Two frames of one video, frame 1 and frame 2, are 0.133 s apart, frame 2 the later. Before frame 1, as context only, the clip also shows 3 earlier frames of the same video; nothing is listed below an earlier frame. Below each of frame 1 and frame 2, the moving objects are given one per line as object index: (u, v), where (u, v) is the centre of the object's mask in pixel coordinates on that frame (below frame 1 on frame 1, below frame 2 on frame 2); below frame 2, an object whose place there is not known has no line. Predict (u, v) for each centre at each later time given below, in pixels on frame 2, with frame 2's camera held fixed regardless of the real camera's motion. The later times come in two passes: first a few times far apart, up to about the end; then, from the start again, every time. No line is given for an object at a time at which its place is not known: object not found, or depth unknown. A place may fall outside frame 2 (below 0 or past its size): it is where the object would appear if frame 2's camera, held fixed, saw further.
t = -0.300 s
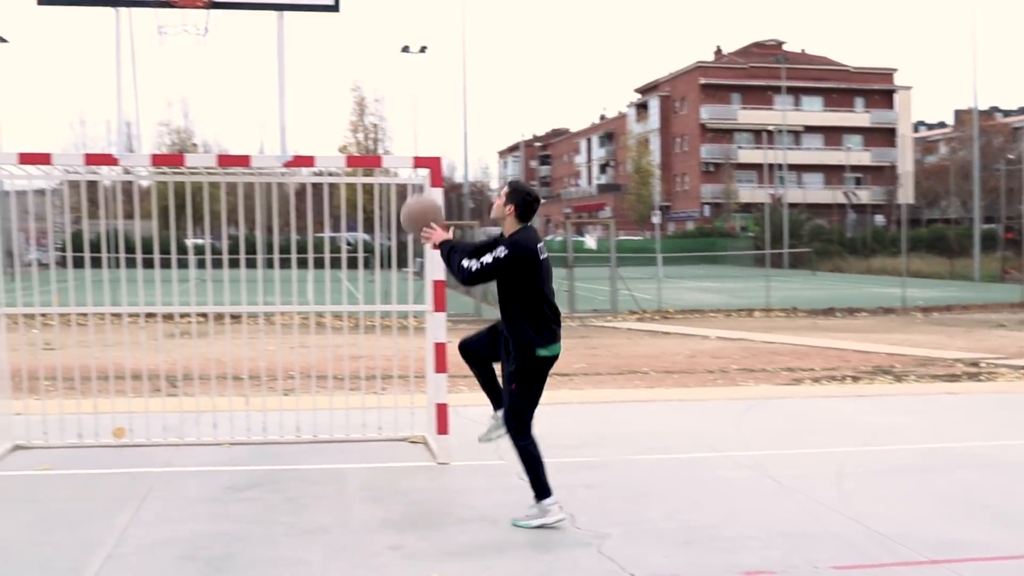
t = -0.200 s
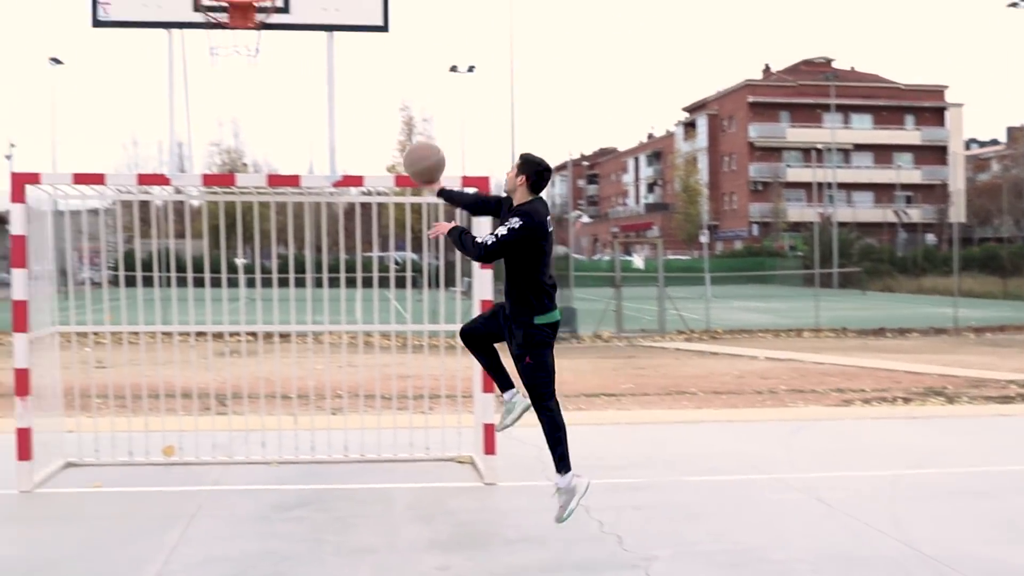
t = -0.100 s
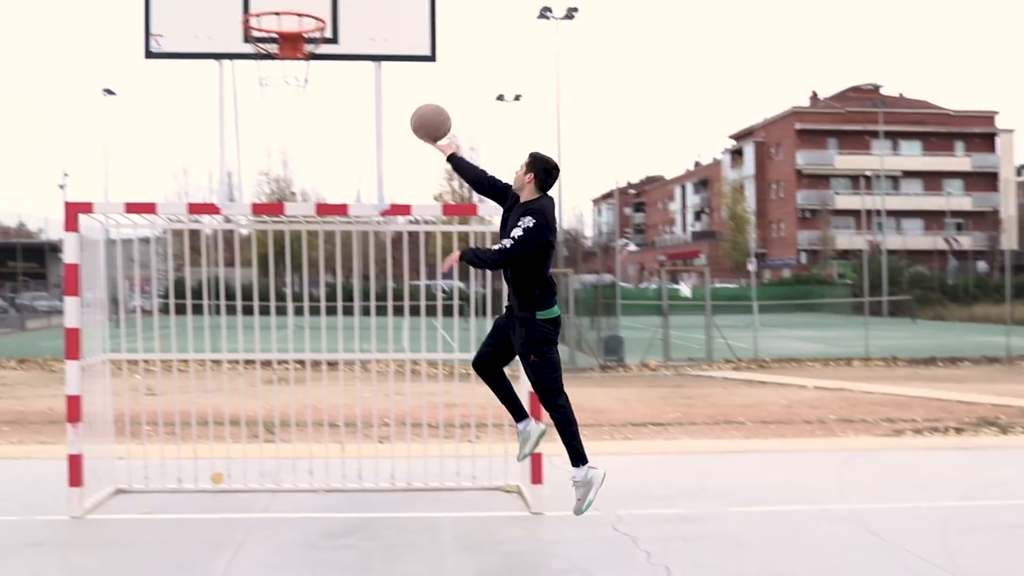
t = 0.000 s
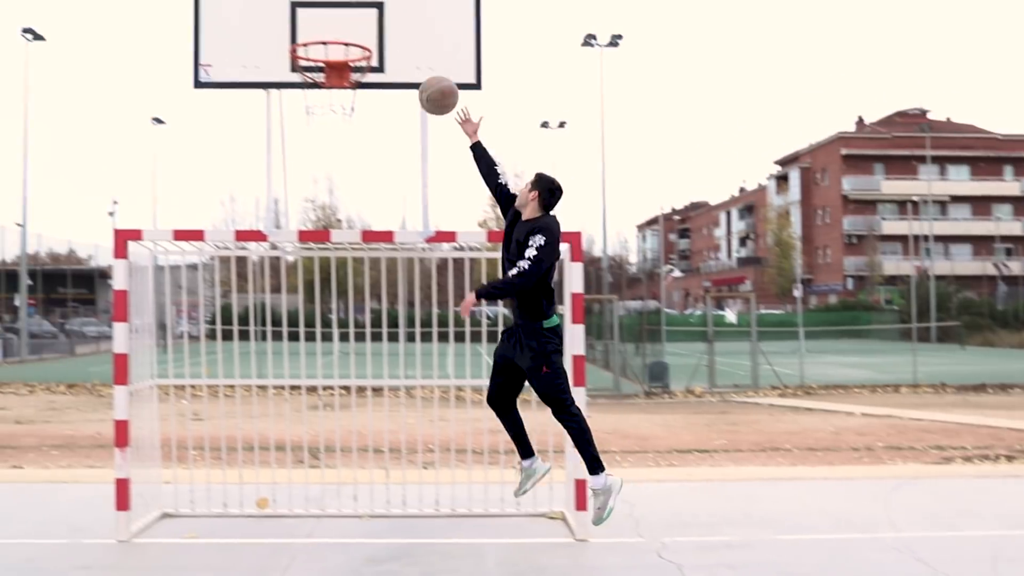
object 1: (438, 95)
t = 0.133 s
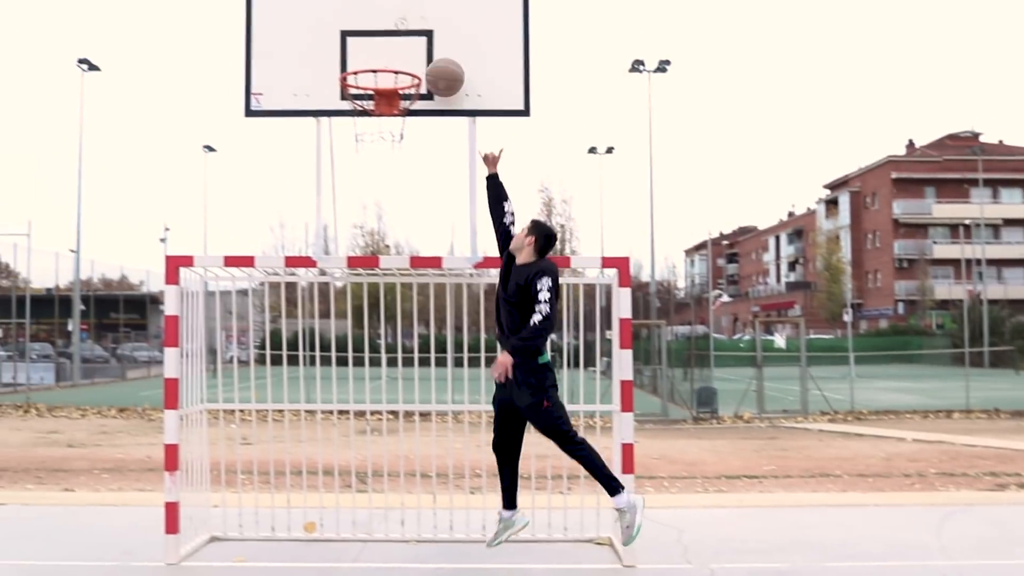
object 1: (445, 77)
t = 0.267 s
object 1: (418, 57)
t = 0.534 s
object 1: (379, 98)
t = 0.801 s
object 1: (381, 135)
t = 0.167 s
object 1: (438, 70)
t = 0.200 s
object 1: (432, 64)
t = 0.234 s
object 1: (425, 60)
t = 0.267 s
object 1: (418, 57)
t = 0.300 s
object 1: (410, 56)
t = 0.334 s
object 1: (403, 56)
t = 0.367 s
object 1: (395, 57)
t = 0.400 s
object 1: (387, 64)
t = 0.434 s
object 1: (382, 70)
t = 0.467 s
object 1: (381, 78)
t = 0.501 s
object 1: (380, 87)
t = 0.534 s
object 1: (379, 98)
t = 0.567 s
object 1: (377, 107)
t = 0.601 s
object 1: (378, 111)
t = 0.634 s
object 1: (378, 114)
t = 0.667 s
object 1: (379, 116)
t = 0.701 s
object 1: (379, 120)
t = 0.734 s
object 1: (380, 125)
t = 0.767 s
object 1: (381, 130)
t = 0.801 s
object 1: (381, 135)
